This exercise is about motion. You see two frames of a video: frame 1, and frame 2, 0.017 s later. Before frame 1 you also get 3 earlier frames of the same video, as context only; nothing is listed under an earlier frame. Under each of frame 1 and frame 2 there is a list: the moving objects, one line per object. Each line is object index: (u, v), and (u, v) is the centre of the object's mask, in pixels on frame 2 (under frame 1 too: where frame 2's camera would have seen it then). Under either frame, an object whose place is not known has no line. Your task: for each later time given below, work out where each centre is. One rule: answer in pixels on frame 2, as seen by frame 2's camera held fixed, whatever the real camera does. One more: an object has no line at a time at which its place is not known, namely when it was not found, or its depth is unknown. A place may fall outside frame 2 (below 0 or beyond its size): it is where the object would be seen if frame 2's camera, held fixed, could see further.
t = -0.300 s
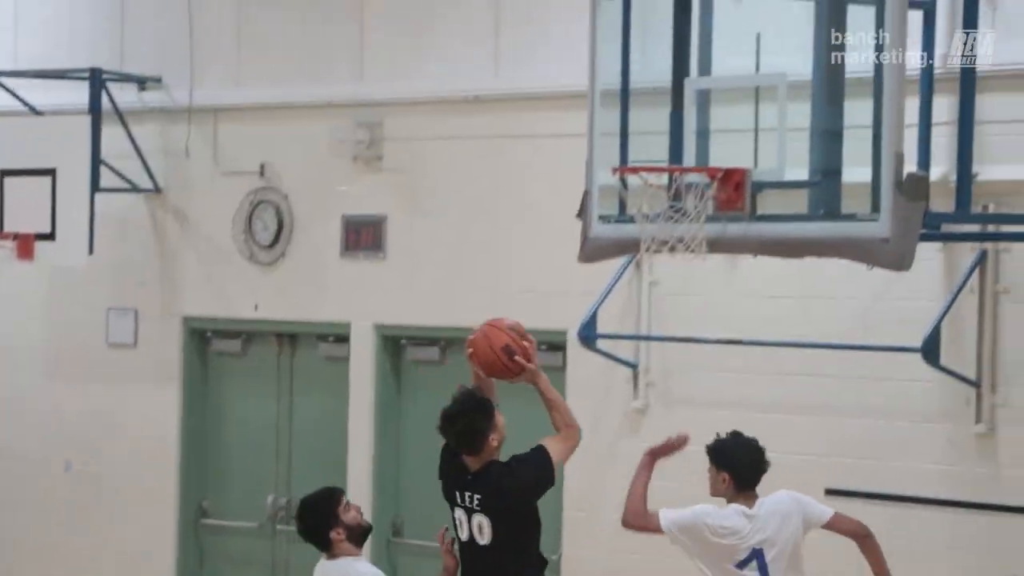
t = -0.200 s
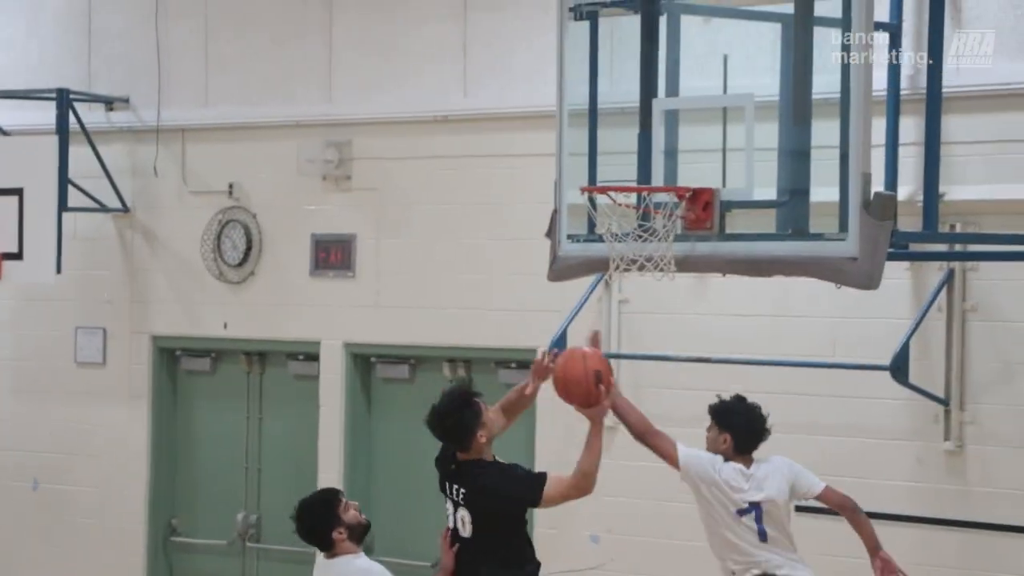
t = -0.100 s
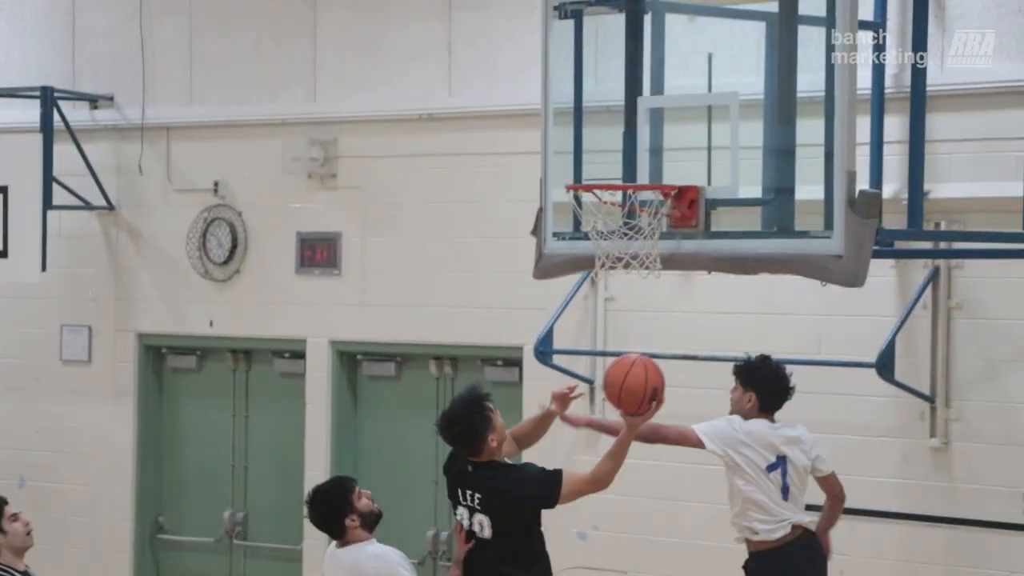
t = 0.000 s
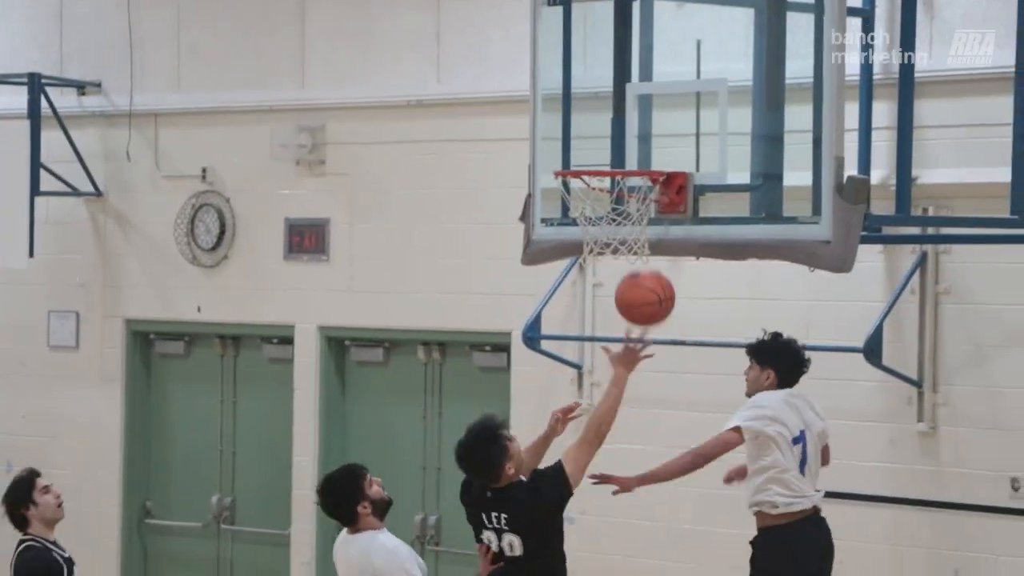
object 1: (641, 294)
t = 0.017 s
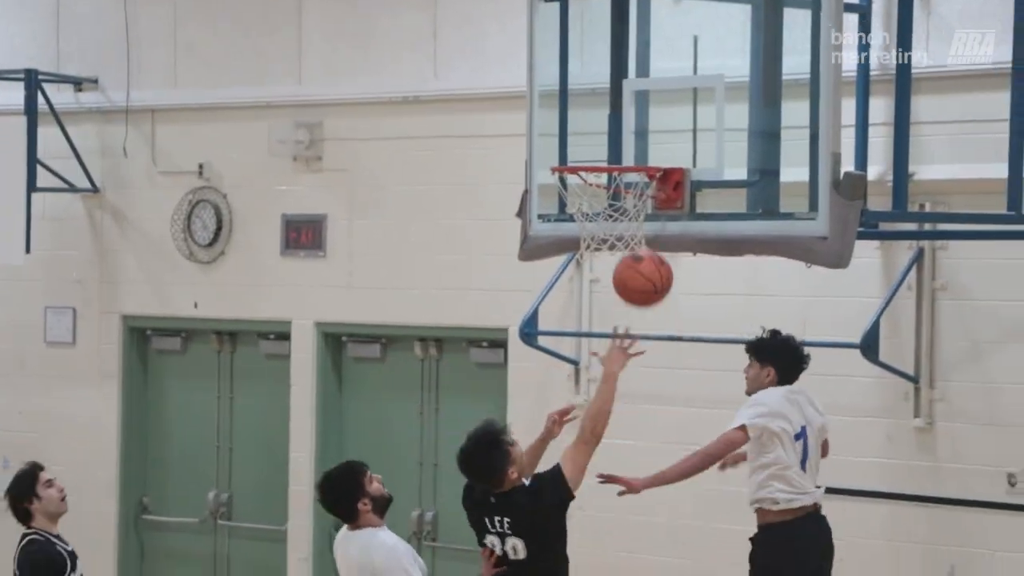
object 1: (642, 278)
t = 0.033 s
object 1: (643, 261)
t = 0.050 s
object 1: (644, 248)
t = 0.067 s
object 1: (644, 233)
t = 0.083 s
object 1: (646, 221)
